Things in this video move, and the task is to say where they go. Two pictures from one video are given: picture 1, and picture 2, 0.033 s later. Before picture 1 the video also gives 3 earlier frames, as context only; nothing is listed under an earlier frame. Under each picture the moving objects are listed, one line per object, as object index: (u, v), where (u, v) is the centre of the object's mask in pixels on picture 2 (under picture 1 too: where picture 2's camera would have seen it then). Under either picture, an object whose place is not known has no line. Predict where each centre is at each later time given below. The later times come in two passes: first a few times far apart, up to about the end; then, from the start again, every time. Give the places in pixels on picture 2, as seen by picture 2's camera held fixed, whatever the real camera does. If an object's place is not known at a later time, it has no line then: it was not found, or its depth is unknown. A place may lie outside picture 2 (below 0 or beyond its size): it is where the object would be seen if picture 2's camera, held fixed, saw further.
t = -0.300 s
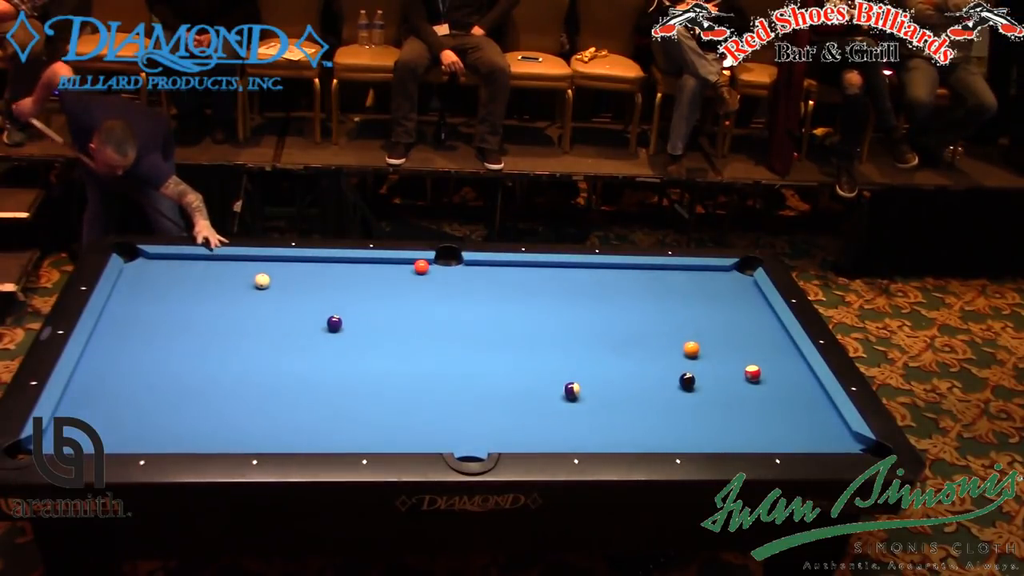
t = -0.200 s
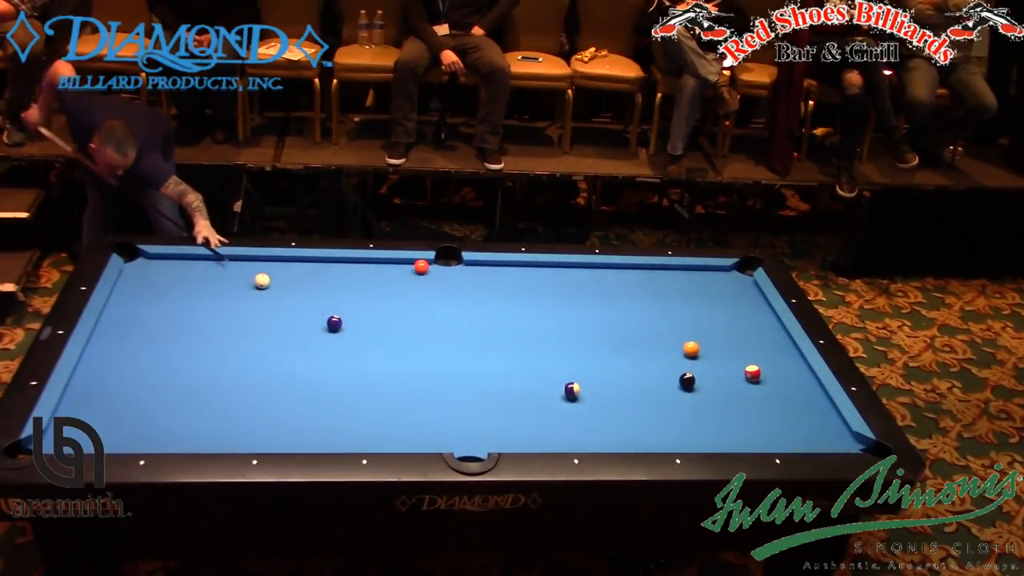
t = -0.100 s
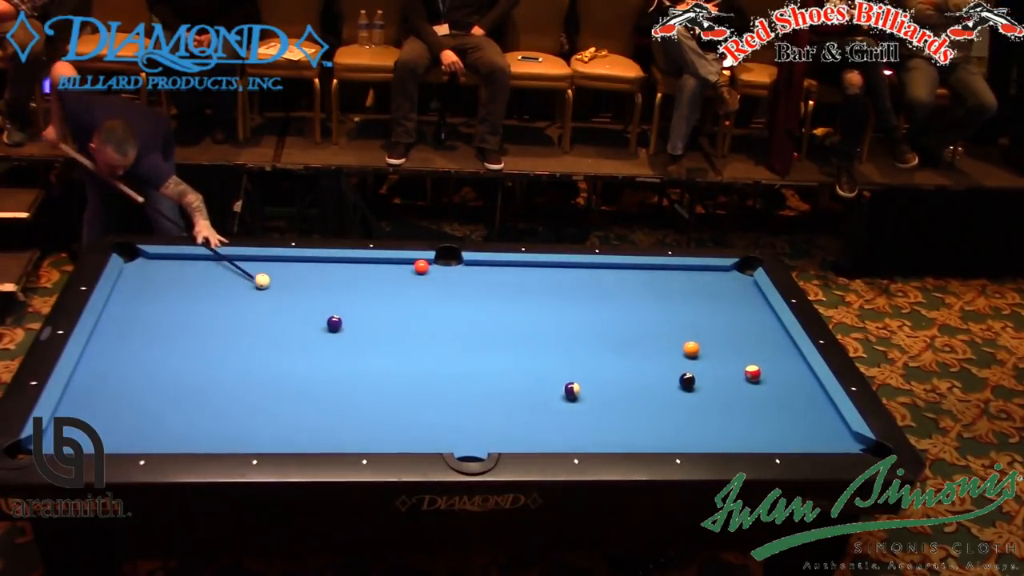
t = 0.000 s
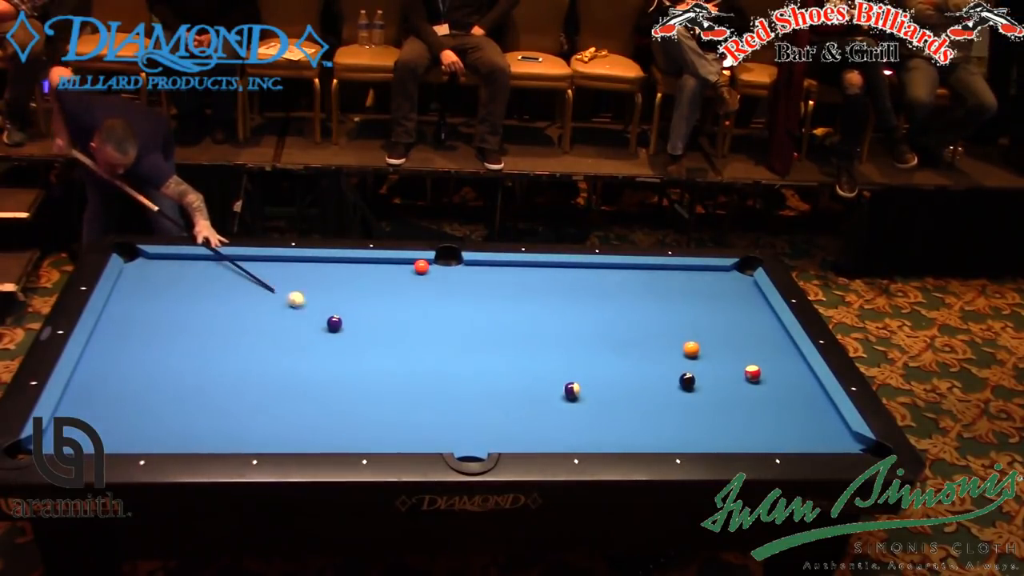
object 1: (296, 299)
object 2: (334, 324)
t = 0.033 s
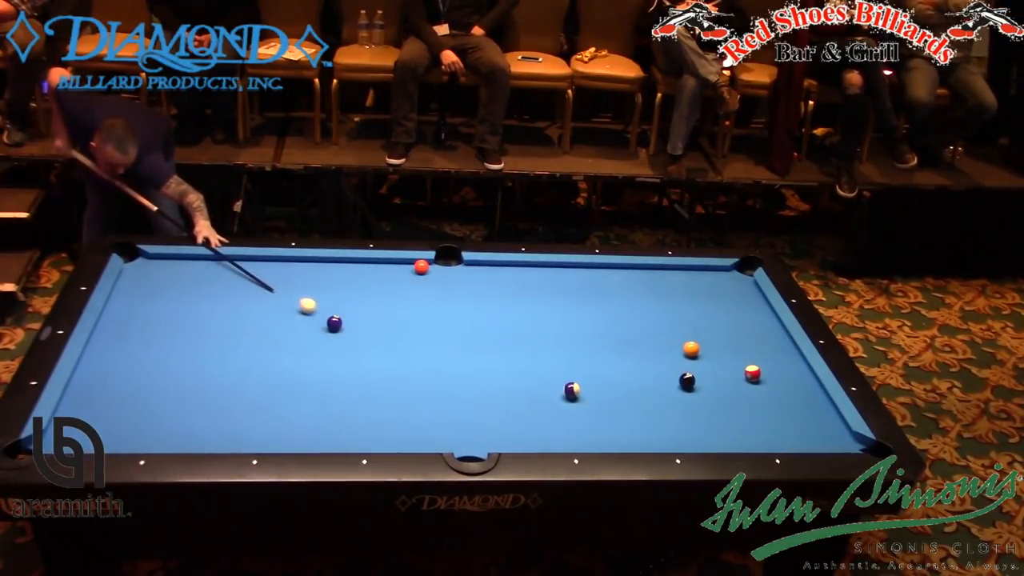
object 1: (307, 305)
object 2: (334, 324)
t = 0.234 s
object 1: (336, 311)
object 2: (366, 353)
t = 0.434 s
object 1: (338, 302)
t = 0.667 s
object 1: (340, 293)
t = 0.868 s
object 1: (341, 285)
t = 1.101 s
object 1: (342, 277)
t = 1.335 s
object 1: (344, 269)
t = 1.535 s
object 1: (345, 263)
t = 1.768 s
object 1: (343, 264)
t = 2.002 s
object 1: (340, 267)
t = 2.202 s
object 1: (338, 269)
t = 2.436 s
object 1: (336, 271)
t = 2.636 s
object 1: (335, 273)
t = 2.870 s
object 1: (334, 274)
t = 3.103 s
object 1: (333, 275)
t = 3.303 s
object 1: (332, 276)
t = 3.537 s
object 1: (332, 276)
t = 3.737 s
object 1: (332, 276)
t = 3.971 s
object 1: (332, 276)
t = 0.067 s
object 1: (319, 311)
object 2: (334, 324)
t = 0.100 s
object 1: (327, 315)
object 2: (336, 326)
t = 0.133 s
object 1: (331, 315)
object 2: (344, 333)
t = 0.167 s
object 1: (333, 314)
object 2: (351, 340)
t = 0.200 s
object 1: (335, 313)
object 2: (359, 346)
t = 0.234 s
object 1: (336, 311)
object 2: (366, 353)
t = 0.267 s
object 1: (336, 310)
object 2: (373, 359)
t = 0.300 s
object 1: (337, 308)
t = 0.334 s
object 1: (337, 307)
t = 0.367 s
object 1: (337, 305)
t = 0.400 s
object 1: (337, 304)
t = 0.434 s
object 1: (338, 302)
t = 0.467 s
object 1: (338, 301)
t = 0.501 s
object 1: (338, 299)
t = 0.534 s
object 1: (338, 298)
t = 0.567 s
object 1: (339, 296)
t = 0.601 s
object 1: (339, 295)
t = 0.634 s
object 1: (339, 294)
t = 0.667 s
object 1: (340, 293)
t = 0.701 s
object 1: (340, 291)
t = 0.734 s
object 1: (340, 290)
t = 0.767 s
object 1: (340, 289)
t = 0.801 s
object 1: (341, 287)
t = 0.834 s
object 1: (341, 286)
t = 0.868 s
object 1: (341, 285)
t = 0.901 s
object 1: (341, 284)
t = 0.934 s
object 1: (341, 282)
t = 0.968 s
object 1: (342, 281)
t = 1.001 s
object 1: (342, 280)
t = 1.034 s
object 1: (342, 279)
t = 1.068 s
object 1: (342, 278)
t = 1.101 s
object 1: (342, 277)
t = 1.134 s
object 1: (343, 276)
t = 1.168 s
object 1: (343, 274)
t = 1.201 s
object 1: (343, 273)
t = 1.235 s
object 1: (343, 272)
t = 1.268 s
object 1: (343, 271)
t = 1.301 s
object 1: (344, 270)
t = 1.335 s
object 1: (344, 269)
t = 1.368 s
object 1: (344, 268)
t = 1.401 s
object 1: (344, 267)
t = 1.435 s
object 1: (344, 266)
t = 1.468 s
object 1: (344, 265)
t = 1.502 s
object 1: (344, 264)
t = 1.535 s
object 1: (345, 263)
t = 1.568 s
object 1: (345, 262)
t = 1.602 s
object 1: (345, 262)
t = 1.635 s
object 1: (344, 262)
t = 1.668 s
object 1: (344, 263)
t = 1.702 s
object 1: (343, 263)
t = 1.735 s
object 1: (343, 264)
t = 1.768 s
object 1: (343, 264)
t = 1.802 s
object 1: (342, 265)
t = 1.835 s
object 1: (342, 265)
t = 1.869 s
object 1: (341, 265)
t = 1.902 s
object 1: (341, 266)
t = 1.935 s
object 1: (341, 266)
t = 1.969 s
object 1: (340, 267)
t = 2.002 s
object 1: (340, 267)
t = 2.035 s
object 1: (340, 267)
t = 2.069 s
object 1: (339, 268)
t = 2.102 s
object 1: (339, 268)
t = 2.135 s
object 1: (339, 268)
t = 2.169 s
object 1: (338, 269)
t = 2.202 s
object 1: (338, 269)
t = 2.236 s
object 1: (338, 270)
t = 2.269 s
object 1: (337, 270)
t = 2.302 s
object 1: (337, 270)
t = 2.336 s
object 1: (337, 271)
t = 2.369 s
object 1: (336, 271)
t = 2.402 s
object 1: (336, 271)
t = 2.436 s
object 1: (336, 271)
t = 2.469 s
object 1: (336, 272)
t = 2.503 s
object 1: (336, 272)
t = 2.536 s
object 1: (335, 272)
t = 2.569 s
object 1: (335, 272)
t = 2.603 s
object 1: (335, 273)
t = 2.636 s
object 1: (335, 273)
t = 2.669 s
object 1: (335, 273)
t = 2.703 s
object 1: (334, 273)
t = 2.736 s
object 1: (334, 273)
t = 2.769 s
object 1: (334, 274)
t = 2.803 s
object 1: (334, 274)
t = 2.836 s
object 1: (334, 274)
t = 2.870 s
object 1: (334, 274)
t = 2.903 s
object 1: (334, 274)
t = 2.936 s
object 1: (333, 274)
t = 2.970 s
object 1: (333, 275)
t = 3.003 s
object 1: (333, 275)
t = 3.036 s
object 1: (333, 275)
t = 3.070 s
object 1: (333, 275)
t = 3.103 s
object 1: (333, 275)
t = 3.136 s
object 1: (333, 275)
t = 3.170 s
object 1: (332, 275)
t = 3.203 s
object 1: (332, 275)
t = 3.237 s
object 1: (332, 276)
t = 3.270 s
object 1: (332, 276)
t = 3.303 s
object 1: (332, 276)
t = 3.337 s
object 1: (332, 276)
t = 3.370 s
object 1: (332, 276)
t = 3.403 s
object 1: (332, 276)
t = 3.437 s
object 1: (332, 276)
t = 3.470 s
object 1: (332, 276)
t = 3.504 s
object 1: (332, 276)
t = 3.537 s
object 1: (332, 276)
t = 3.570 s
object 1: (332, 276)
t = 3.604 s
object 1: (332, 276)
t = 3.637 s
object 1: (332, 276)
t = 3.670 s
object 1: (332, 276)
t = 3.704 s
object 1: (332, 276)
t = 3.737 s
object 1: (332, 276)
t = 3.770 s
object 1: (332, 276)
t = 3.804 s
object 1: (332, 276)
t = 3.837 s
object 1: (332, 276)
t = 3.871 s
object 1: (332, 276)
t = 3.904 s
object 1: (332, 276)
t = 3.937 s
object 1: (332, 276)
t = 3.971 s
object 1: (332, 276)
